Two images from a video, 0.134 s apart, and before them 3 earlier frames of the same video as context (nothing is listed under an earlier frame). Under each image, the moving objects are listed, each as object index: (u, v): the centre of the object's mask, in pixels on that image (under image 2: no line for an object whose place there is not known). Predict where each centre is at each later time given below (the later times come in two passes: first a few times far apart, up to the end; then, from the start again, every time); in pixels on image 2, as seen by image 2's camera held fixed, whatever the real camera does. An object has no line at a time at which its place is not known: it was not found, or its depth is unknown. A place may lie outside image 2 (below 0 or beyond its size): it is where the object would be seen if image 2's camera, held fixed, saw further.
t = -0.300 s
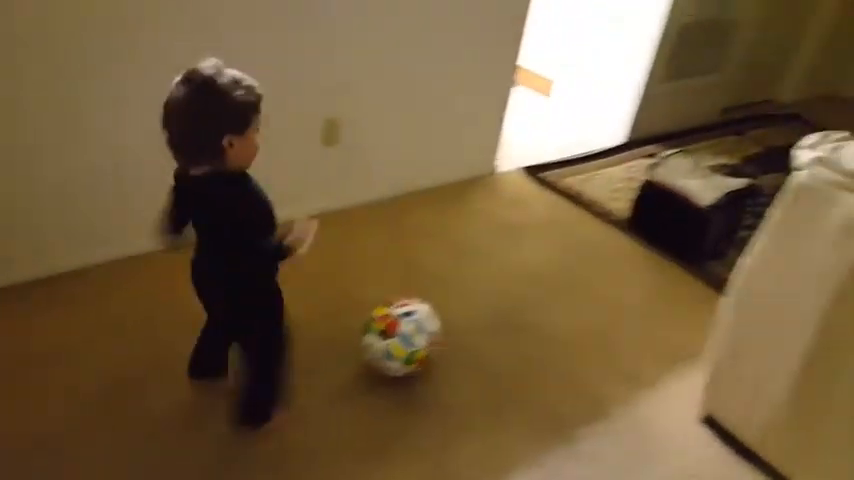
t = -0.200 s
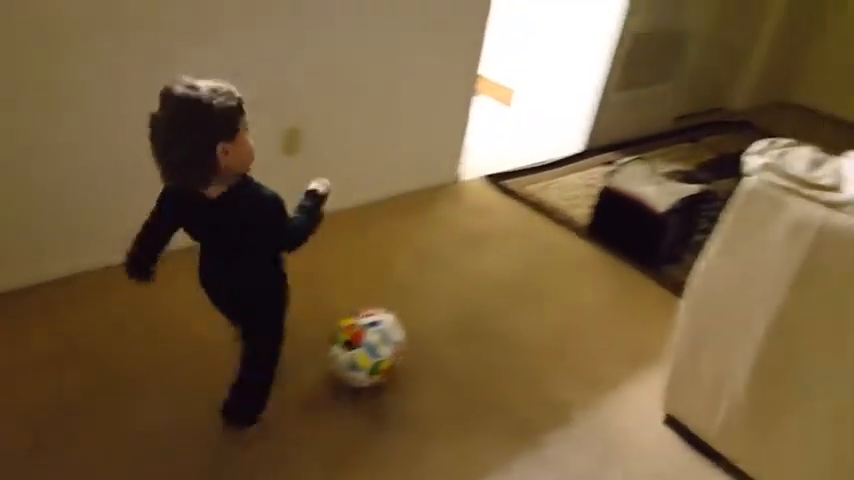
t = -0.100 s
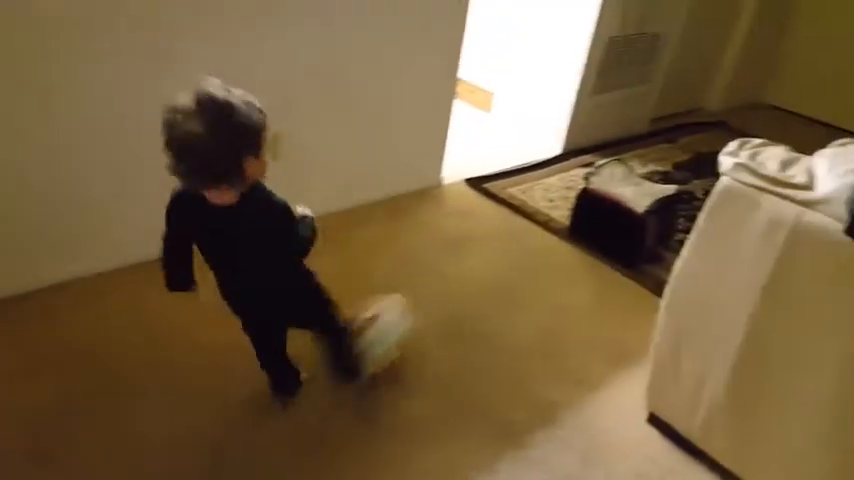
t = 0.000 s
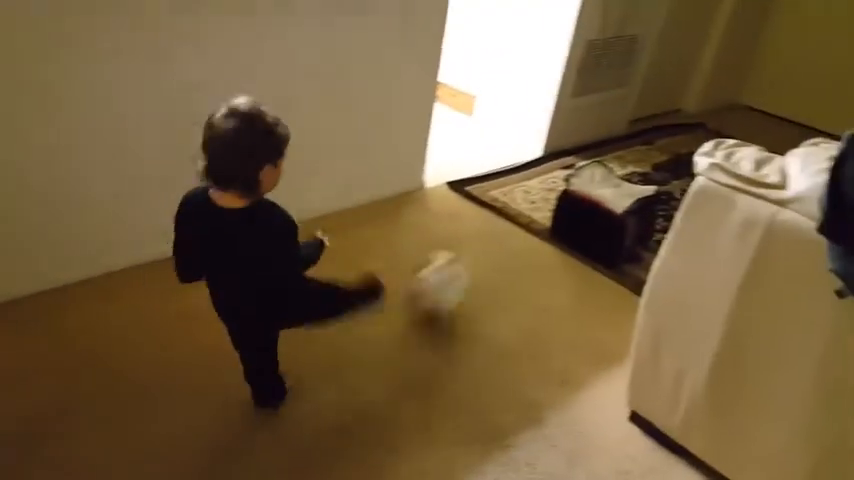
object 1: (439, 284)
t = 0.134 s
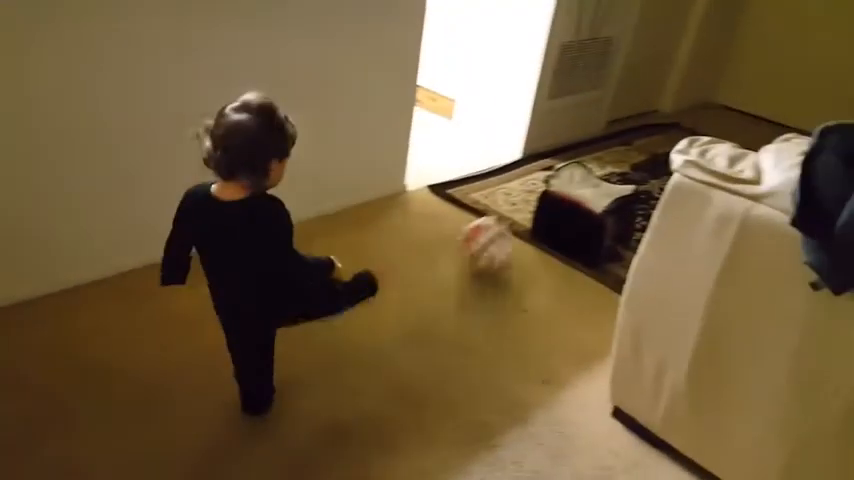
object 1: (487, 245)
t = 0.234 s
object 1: (520, 224)
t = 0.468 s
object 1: (527, 216)
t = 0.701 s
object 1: (524, 218)
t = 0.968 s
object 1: (511, 222)
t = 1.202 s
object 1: (498, 225)
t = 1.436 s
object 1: (485, 227)
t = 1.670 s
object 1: (476, 229)
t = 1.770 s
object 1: (473, 229)
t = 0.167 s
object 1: (501, 240)
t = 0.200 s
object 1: (512, 234)
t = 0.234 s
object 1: (520, 224)
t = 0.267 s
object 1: (524, 218)
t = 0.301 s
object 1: (526, 214)
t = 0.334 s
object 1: (527, 213)
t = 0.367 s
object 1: (527, 213)
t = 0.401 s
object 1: (527, 215)
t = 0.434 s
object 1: (527, 217)
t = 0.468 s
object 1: (527, 216)
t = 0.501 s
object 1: (527, 216)
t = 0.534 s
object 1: (527, 217)
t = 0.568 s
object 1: (527, 217)
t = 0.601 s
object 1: (526, 217)
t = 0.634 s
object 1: (526, 217)
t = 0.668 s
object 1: (525, 217)
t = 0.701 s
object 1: (524, 218)
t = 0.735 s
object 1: (523, 218)
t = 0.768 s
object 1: (522, 218)
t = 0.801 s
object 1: (521, 219)
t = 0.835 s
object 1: (519, 219)
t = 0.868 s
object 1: (517, 221)
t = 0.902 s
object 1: (514, 222)
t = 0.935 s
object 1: (513, 222)
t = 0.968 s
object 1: (511, 222)
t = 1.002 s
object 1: (509, 223)
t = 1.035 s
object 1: (507, 223)
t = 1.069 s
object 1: (504, 224)
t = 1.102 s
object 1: (504, 224)
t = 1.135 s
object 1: (502, 223)
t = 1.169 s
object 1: (499, 225)
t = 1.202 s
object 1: (498, 225)
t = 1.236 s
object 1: (496, 225)
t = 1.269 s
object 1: (494, 226)
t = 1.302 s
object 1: (492, 226)
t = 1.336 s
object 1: (490, 226)
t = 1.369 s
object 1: (488, 227)
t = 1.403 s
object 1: (487, 227)
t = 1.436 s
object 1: (485, 227)
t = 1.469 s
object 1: (483, 228)
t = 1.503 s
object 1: (481, 228)
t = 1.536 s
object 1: (481, 228)
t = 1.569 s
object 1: (480, 228)
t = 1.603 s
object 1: (479, 229)
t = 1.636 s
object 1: (477, 229)
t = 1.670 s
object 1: (476, 229)
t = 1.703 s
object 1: (475, 229)
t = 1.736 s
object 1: (474, 229)
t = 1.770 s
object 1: (473, 229)
